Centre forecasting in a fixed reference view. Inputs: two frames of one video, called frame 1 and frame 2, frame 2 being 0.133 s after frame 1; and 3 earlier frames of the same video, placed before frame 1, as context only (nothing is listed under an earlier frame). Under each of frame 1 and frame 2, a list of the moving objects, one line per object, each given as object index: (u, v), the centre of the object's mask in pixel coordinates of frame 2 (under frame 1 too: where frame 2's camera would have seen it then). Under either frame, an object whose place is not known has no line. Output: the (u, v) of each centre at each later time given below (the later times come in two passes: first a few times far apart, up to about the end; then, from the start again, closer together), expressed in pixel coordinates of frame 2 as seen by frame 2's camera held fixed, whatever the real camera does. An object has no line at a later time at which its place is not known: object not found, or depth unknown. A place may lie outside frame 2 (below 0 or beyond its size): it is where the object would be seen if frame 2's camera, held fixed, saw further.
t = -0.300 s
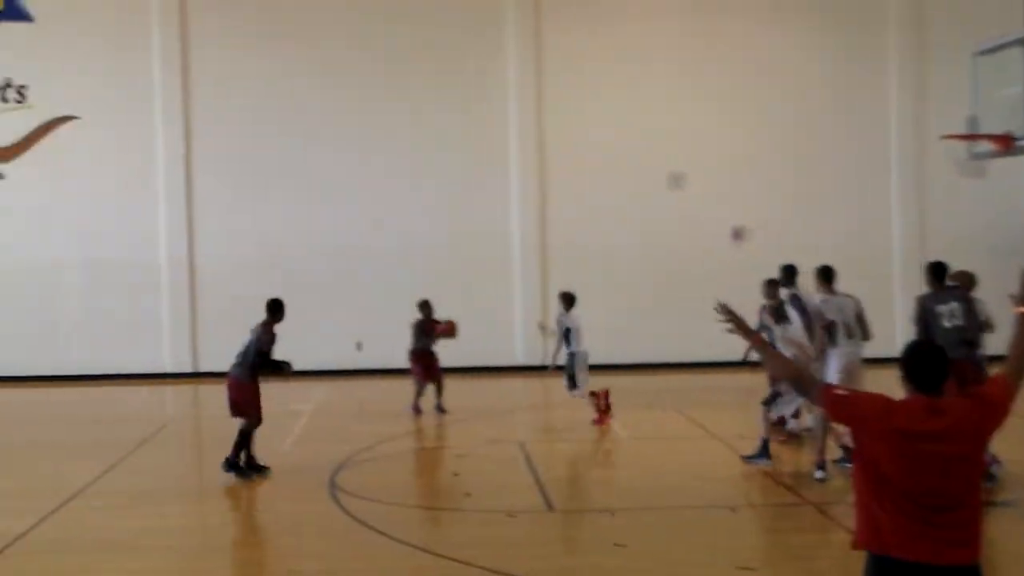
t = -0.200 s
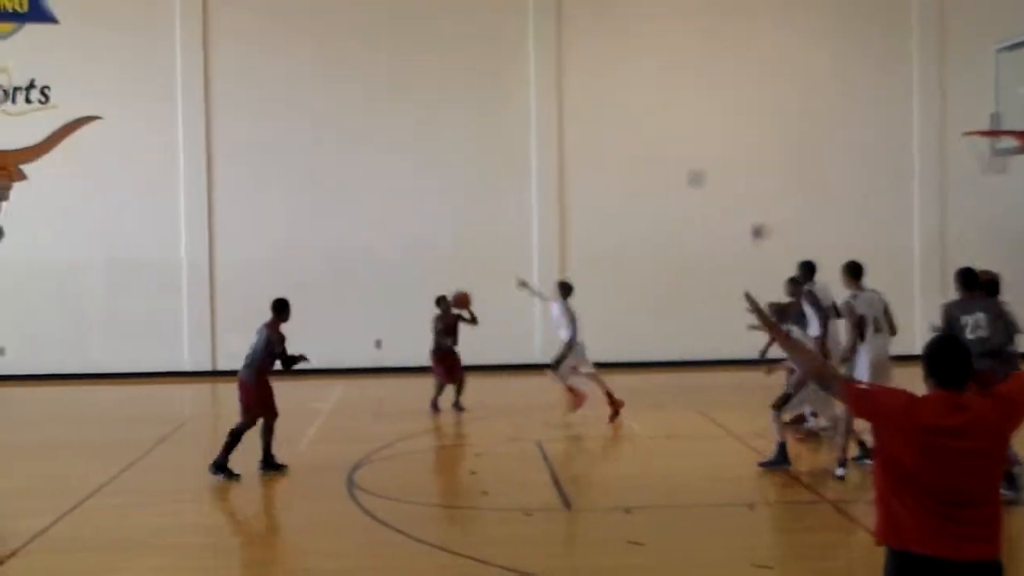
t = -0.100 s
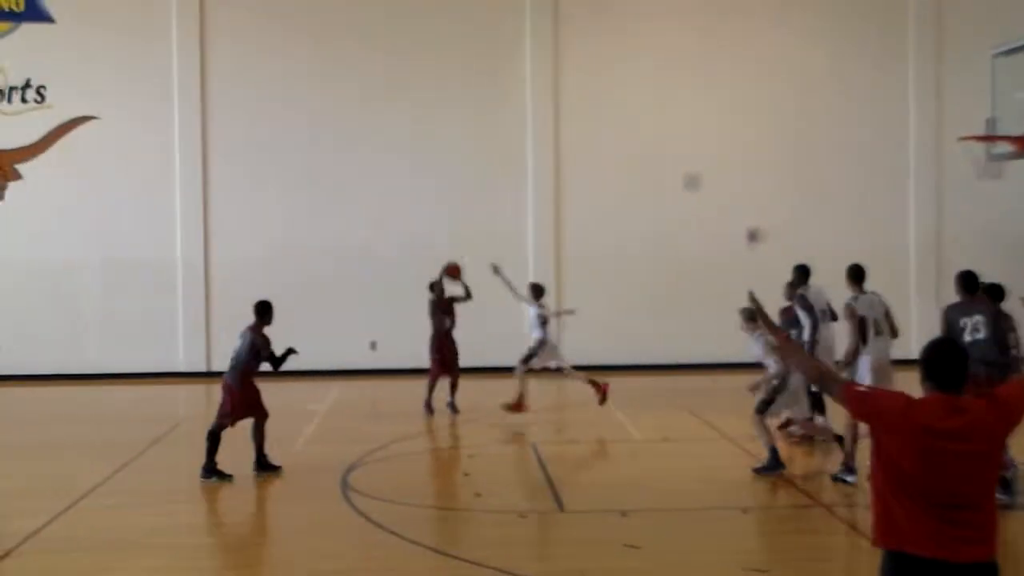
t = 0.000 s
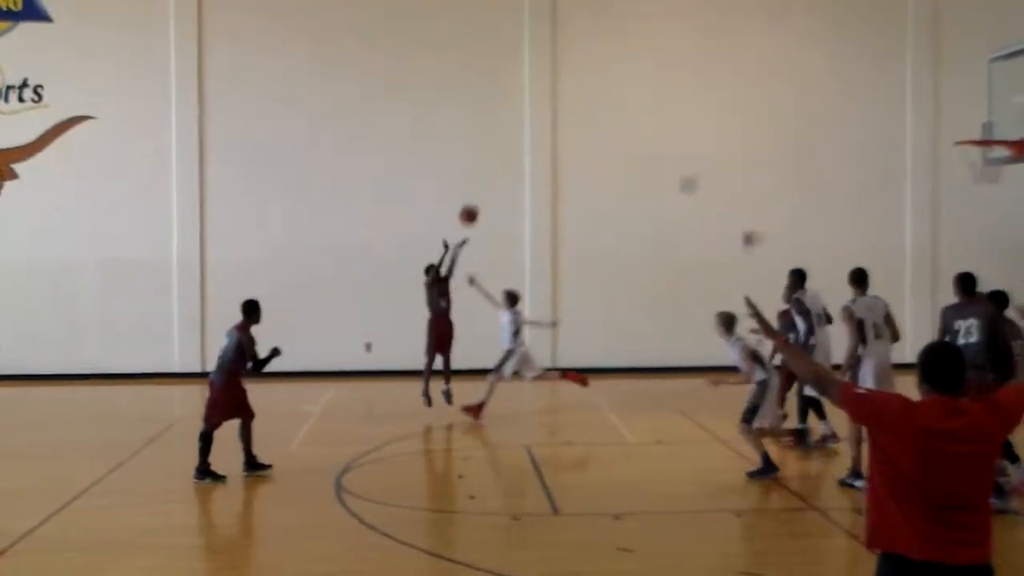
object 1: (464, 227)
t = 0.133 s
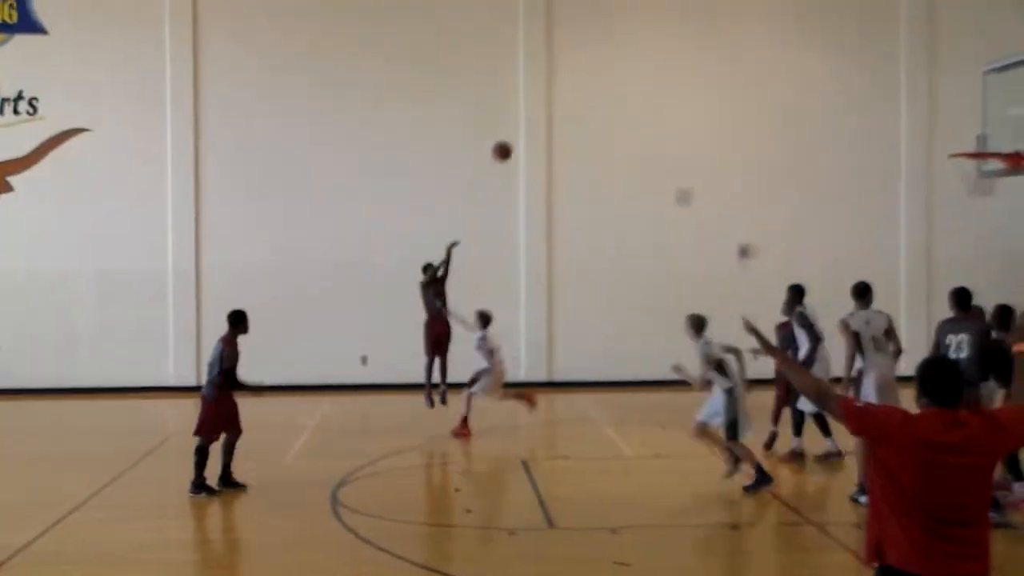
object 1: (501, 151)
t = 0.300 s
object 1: (551, 71)
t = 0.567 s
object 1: (632, -12)
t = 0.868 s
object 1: (733, -37)
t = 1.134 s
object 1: (828, 16)
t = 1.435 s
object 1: (945, 173)
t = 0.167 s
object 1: (511, 133)
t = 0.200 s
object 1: (521, 117)
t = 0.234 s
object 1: (531, 101)
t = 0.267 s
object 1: (541, 86)
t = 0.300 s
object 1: (551, 71)
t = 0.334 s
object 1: (561, 58)
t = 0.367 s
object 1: (571, 46)
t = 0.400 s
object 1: (581, 33)
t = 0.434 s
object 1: (592, 22)
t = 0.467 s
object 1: (603, 11)
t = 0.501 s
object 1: (612, 2)
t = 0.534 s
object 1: (622, -5)
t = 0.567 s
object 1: (632, -12)
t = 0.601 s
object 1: (644, -18)
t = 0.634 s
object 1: (656, -24)
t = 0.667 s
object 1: (667, -28)
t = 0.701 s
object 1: (678, -31)
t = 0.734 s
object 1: (689, -34)
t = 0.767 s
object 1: (700, -36)
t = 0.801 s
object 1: (710, -36)
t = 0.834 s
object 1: (723, -37)
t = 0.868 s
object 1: (733, -37)
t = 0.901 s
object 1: (741, -33)
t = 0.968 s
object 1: (765, -25)
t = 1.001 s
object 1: (778, -19)
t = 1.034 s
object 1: (789, -12)
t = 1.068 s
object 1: (802, -4)
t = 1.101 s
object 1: (816, 4)
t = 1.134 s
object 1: (828, 16)
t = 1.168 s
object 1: (838, 29)
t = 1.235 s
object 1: (865, 57)
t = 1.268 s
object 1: (878, 72)
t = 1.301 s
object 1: (891, 89)
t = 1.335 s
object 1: (903, 107)
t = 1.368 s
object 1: (917, 127)
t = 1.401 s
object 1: (931, 148)
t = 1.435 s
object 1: (945, 173)
